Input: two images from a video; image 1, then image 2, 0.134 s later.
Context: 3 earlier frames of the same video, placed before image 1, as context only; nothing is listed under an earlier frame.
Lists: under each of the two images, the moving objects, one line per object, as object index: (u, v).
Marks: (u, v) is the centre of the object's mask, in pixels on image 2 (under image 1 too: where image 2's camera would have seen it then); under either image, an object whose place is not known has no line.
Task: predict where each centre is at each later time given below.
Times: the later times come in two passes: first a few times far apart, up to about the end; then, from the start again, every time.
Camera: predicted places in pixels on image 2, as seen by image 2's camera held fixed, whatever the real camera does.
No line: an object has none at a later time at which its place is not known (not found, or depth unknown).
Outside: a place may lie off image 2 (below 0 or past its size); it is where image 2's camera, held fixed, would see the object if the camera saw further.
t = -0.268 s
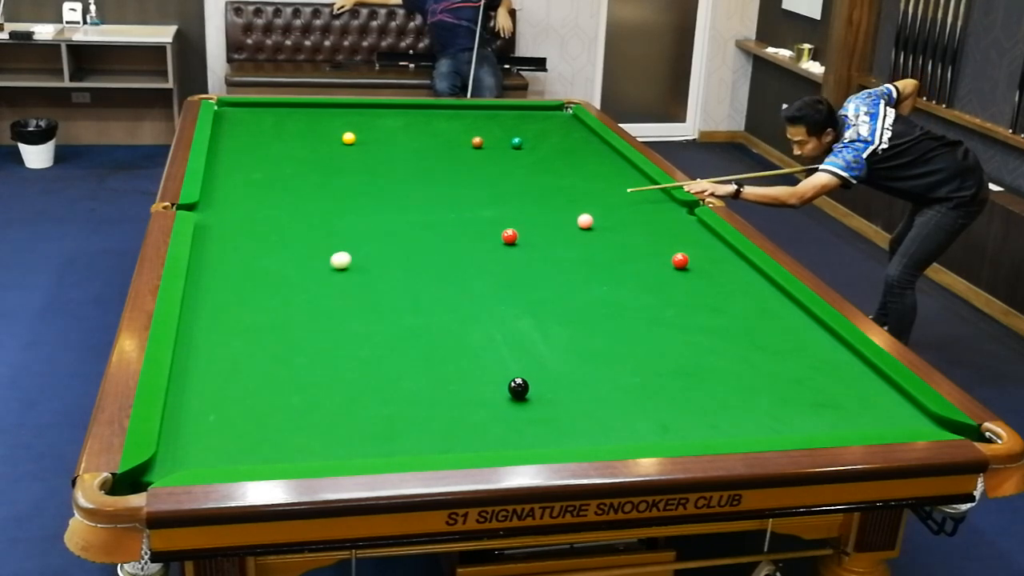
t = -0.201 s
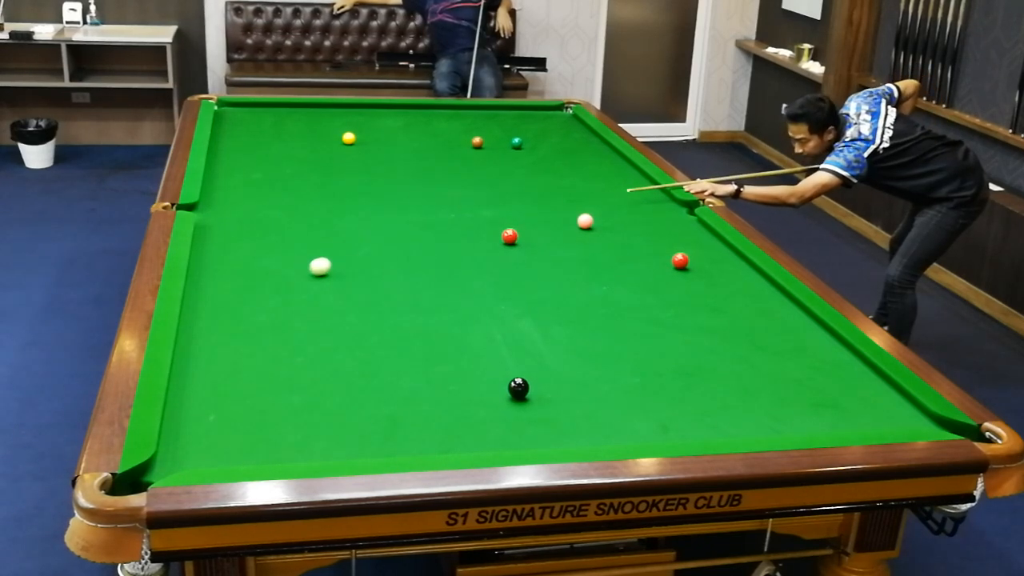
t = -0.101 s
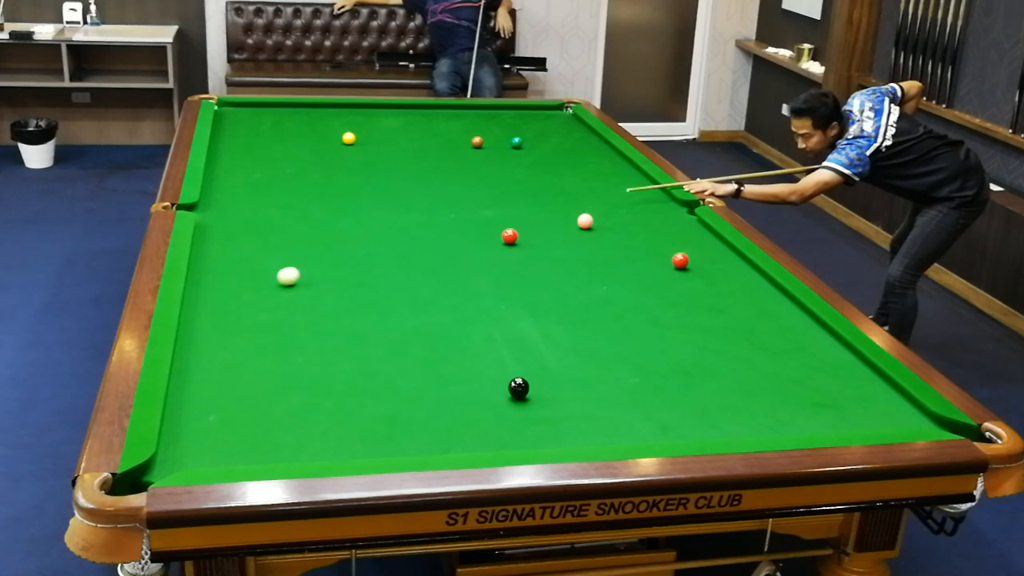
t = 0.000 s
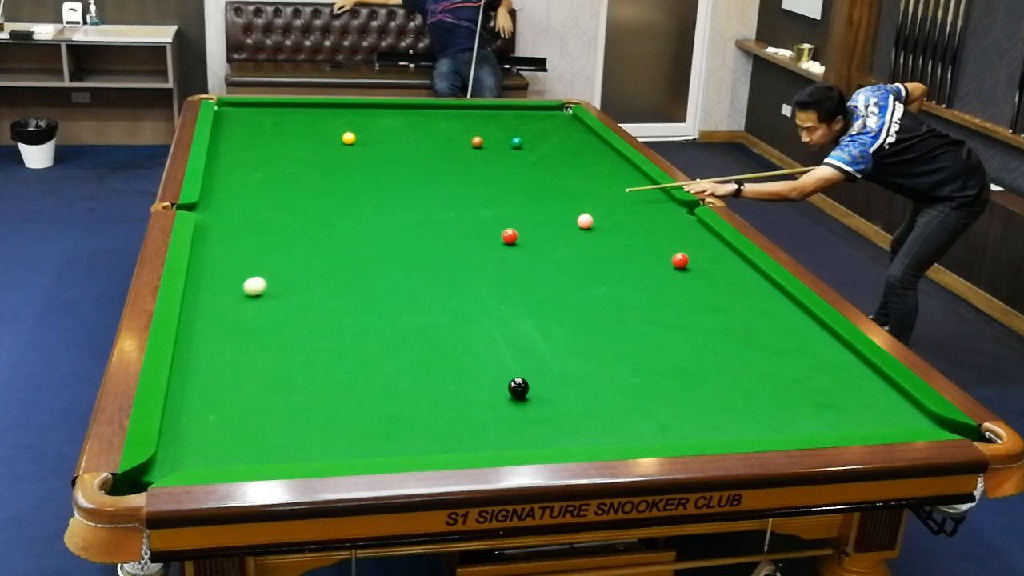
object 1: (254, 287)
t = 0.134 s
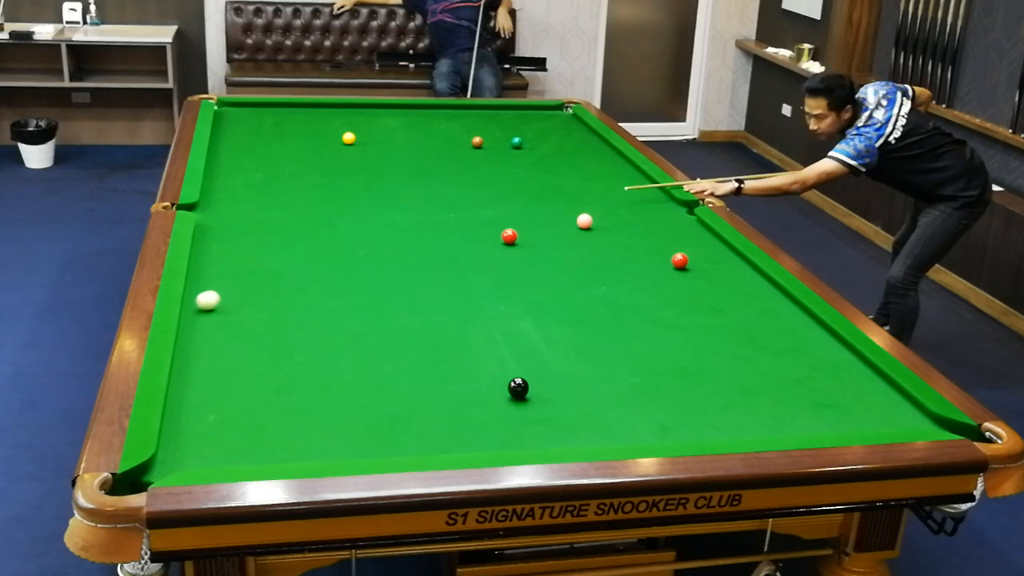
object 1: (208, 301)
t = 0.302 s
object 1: (218, 314)
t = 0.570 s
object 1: (274, 334)
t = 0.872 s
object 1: (339, 356)
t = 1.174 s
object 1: (406, 379)
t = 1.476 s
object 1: (477, 403)
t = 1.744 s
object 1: (541, 425)
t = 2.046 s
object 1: (605, 437)
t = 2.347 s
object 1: (638, 421)
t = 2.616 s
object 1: (664, 406)
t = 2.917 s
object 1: (690, 392)
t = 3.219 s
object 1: (712, 380)
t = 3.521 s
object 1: (733, 368)
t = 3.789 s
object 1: (749, 359)
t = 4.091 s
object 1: (765, 350)
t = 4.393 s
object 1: (779, 343)
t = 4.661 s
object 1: (789, 337)
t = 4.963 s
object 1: (800, 331)
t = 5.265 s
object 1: (809, 327)
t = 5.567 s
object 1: (815, 322)
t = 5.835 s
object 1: (807, 321)
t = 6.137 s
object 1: (801, 320)
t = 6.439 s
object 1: (798, 319)
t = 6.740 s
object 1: (796, 319)
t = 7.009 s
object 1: (797, 319)
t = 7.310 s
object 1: (797, 319)
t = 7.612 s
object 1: (797, 319)
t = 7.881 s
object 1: (797, 319)
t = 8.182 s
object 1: (797, 319)
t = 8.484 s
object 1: (797, 319)
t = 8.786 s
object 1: (797, 319)
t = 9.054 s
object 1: (797, 319)
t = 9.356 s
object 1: (797, 319)
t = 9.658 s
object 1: (797, 319)
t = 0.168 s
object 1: (195, 304)
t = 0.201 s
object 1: (194, 307)
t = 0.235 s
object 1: (202, 310)
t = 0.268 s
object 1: (211, 312)
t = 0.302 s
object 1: (218, 314)
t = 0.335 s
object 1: (225, 316)
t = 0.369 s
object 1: (231, 319)
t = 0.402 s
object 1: (239, 321)
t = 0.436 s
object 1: (246, 324)
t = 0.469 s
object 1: (253, 326)
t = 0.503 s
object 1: (260, 329)
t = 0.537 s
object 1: (267, 331)
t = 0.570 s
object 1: (274, 334)
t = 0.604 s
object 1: (281, 336)
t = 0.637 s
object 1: (288, 339)
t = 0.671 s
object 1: (295, 341)
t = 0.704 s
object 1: (302, 344)
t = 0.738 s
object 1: (310, 346)
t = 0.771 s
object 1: (316, 349)
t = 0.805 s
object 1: (324, 351)
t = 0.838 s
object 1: (331, 354)
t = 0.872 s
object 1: (339, 356)
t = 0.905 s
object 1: (346, 359)
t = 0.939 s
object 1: (354, 361)
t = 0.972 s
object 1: (361, 364)
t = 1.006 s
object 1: (368, 366)
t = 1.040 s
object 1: (376, 369)
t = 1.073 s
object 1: (384, 371)
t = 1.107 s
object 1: (391, 374)
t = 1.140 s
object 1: (398, 377)
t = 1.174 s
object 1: (406, 379)
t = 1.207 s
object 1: (414, 382)
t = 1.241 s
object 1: (422, 385)
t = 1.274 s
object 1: (430, 387)
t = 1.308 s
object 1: (438, 390)
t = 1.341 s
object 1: (446, 392)
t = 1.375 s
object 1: (453, 395)
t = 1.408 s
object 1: (461, 398)
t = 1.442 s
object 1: (469, 401)
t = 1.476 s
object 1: (477, 403)
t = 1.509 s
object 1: (485, 406)
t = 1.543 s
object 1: (492, 409)
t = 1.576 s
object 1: (501, 412)
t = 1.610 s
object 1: (508, 414)
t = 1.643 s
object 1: (517, 417)
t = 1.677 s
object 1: (525, 420)
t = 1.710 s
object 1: (533, 423)
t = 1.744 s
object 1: (541, 425)
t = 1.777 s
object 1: (549, 428)
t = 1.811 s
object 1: (557, 431)
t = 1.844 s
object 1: (565, 434)
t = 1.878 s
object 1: (573, 436)
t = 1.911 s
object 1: (581, 437)
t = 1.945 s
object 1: (590, 439)
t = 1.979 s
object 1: (597, 440)
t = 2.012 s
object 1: (601, 438)
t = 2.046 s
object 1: (605, 437)
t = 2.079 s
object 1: (609, 435)
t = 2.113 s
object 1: (613, 434)
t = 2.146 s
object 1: (617, 432)
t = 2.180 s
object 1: (620, 431)
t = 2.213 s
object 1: (624, 429)
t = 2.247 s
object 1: (628, 427)
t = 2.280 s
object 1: (631, 425)
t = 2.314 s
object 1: (635, 423)
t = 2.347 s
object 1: (638, 421)
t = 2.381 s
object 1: (641, 419)
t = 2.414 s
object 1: (645, 417)
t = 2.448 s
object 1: (648, 415)
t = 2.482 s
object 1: (652, 414)
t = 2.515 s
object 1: (655, 412)
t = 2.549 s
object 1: (658, 410)
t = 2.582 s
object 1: (661, 408)
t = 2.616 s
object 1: (664, 406)
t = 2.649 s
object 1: (667, 405)
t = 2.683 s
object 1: (670, 403)
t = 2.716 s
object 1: (673, 401)
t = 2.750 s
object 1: (676, 400)
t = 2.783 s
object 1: (678, 398)
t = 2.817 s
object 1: (681, 397)
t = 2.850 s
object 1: (684, 395)
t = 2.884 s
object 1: (687, 394)
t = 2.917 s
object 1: (690, 392)
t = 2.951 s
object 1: (692, 391)
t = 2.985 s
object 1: (695, 389)
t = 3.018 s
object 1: (698, 388)
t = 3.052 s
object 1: (700, 386)
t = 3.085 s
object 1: (703, 385)
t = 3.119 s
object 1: (705, 384)
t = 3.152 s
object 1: (707, 382)
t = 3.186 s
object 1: (710, 381)
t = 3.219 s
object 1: (712, 380)
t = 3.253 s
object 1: (715, 378)
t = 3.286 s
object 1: (717, 377)
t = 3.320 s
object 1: (719, 376)
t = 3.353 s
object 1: (722, 374)
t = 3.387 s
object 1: (724, 373)
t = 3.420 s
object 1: (726, 372)
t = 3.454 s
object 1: (728, 370)
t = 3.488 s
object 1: (730, 369)
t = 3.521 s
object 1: (733, 368)
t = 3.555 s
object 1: (735, 367)
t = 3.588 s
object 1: (737, 366)
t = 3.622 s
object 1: (739, 365)
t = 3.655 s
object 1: (741, 364)
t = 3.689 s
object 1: (743, 363)
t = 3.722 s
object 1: (745, 362)
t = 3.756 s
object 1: (747, 361)
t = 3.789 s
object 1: (749, 359)
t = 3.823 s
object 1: (751, 358)
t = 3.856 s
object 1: (752, 357)
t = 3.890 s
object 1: (754, 356)
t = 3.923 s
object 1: (756, 355)
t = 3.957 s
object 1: (758, 354)
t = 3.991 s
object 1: (760, 353)
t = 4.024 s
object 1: (761, 352)
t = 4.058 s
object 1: (763, 352)
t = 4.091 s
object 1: (765, 350)
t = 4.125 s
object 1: (766, 350)
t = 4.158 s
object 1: (768, 349)
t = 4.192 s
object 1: (769, 348)
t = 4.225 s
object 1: (771, 347)
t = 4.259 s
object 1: (773, 346)
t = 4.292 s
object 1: (774, 345)
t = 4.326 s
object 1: (776, 345)
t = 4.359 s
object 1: (777, 344)
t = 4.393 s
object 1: (779, 343)
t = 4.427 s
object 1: (780, 342)
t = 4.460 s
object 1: (781, 342)
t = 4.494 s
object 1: (783, 341)
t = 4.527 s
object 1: (784, 340)
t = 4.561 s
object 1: (785, 339)
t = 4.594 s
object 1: (787, 338)
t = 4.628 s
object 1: (788, 338)
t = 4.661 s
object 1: (789, 337)
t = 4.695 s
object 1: (791, 336)
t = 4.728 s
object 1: (792, 336)
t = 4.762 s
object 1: (793, 335)
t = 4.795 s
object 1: (794, 334)
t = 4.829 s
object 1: (795, 334)
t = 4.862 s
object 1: (796, 333)
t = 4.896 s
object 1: (798, 333)
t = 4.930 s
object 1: (799, 332)
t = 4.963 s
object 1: (800, 331)
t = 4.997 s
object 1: (801, 331)
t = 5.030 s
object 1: (802, 330)
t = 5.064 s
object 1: (803, 330)
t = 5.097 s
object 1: (804, 329)
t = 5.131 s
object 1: (805, 329)
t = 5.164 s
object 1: (806, 328)
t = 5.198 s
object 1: (807, 328)
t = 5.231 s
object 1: (808, 327)
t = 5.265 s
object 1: (809, 327)
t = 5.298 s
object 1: (810, 326)
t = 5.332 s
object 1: (811, 326)
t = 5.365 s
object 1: (812, 325)
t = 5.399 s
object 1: (813, 325)
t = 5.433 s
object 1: (813, 324)
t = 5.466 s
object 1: (815, 323)
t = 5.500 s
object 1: (815, 323)
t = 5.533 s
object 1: (816, 323)
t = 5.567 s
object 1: (815, 322)
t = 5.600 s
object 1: (814, 322)
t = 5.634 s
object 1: (813, 322)
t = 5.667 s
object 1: (812, 322)
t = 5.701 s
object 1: (811, 322)
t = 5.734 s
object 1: (810, 322)
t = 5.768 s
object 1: (809, 321)
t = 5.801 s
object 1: (808, 321)
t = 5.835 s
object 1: (807, 321)
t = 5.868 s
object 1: (806, 321)
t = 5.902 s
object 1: (806, 321)
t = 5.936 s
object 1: (805, 320)
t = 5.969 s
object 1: (804, 320)
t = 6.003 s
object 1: (804, 320)
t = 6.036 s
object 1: (803, 320)
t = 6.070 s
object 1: (802, 320)
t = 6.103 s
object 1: (802, 320)
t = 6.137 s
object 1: (801, 320)
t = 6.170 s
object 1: (801, 320)
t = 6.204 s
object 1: (801, 320)
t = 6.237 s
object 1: (800, 320)
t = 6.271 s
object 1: (800, 320)
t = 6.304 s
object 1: (799, 320)
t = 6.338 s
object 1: (799, 320)
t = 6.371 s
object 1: (798, 320)
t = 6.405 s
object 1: (798, 319)
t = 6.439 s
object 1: (798, 319)
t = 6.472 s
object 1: (798, 319)
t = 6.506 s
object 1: (797, 319)
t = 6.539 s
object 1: (797, 319)
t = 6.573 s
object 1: (797, 319)
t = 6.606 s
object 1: (797, 319)
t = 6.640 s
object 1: (796, 319)
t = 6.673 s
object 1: (796, 319)
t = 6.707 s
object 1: (796, 319)
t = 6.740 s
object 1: (796, 319)
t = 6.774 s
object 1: (796, 319)
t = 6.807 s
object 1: (796, 319)
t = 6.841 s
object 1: (797, 319)
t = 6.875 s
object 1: (797, 319)
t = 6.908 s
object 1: (797, 319)
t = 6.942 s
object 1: (797, 319)
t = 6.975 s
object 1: (797, 319)
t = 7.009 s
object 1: (797, 319)
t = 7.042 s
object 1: (797, 319)
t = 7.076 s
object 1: (797, 319)
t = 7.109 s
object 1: (797, 319)
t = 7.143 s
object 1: (797, 319)
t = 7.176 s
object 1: (797, 319)
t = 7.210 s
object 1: (797, 319)
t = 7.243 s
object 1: (797, 319)
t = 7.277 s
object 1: (797, 319)
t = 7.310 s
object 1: (797, 319)
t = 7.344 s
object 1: (797, 319)
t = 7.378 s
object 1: (797, 319)
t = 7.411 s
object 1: (797, 319)
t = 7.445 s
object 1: (797, 319)
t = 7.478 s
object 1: (797, 319)
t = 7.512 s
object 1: (797, 319)
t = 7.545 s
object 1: (797, 319)
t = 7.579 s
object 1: (797, 319)
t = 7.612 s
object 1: (797, 319)
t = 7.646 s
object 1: (797, 319)
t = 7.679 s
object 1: (797, 319)
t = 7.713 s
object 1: (797, 319)
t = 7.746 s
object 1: (797, 319)
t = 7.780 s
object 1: (797, 319)
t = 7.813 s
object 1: (797, 319)
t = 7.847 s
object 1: (797, 319)
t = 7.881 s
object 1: (797, 319)
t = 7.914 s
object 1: (797, 319)
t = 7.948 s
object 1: (797, 319)
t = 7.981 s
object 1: (797, 319)
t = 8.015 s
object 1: (797, 319)
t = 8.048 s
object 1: (797, 319)
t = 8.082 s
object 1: (797, 319)
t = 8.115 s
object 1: (797, 319)
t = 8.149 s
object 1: (797, 319)
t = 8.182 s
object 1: (797, 319)
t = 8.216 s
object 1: (797, 319)
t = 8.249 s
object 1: (797, 319)
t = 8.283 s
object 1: (797, 319)
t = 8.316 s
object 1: (797, 319)
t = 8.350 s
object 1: (797, 319)
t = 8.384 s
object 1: (797, 319)
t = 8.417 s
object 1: (797, 319)
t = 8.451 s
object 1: (797, 319)
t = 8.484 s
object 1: (797, 319)
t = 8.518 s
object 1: (797, 319)
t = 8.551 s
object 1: (797, 319)
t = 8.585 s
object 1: (797, 319)
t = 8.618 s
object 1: (797, 319)
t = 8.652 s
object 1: (797, 319)
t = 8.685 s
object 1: (797, 319)
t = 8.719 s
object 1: (797, 319)
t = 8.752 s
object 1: (797, 319)
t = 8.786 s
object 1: (797, 319)
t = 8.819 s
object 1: (797, 319)
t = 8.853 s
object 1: (797, 319)
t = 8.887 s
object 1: (797, 319)
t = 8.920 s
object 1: (797, 319)
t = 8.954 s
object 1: (797, 319)
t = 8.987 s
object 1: (797, 319)
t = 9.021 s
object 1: (797, 319)
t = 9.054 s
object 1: (797, 319)
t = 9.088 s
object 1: (797, 319)
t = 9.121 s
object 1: (797, 319)
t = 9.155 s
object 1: (797, 319)
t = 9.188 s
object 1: (797, 319)
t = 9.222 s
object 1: (797, 319)
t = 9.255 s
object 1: (797, 319)
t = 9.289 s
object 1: (797, 319)
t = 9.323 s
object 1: (797, 319)
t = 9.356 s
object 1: (797, 319)
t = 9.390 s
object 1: (797, 319)
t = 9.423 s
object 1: (797, 319)
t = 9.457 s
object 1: (797, 319)
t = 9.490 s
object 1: (797, 319)
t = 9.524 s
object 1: (797, 319)
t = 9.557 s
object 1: (797, 319)
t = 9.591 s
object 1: (797, 319)
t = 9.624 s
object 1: (797, 319)
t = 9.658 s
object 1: (797, 319)
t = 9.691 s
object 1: (797, 319)
